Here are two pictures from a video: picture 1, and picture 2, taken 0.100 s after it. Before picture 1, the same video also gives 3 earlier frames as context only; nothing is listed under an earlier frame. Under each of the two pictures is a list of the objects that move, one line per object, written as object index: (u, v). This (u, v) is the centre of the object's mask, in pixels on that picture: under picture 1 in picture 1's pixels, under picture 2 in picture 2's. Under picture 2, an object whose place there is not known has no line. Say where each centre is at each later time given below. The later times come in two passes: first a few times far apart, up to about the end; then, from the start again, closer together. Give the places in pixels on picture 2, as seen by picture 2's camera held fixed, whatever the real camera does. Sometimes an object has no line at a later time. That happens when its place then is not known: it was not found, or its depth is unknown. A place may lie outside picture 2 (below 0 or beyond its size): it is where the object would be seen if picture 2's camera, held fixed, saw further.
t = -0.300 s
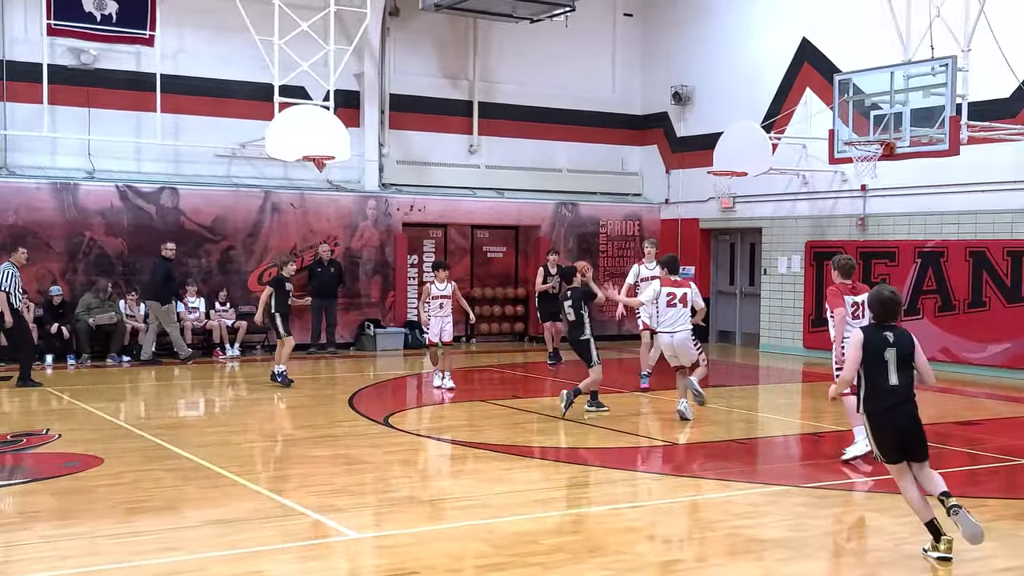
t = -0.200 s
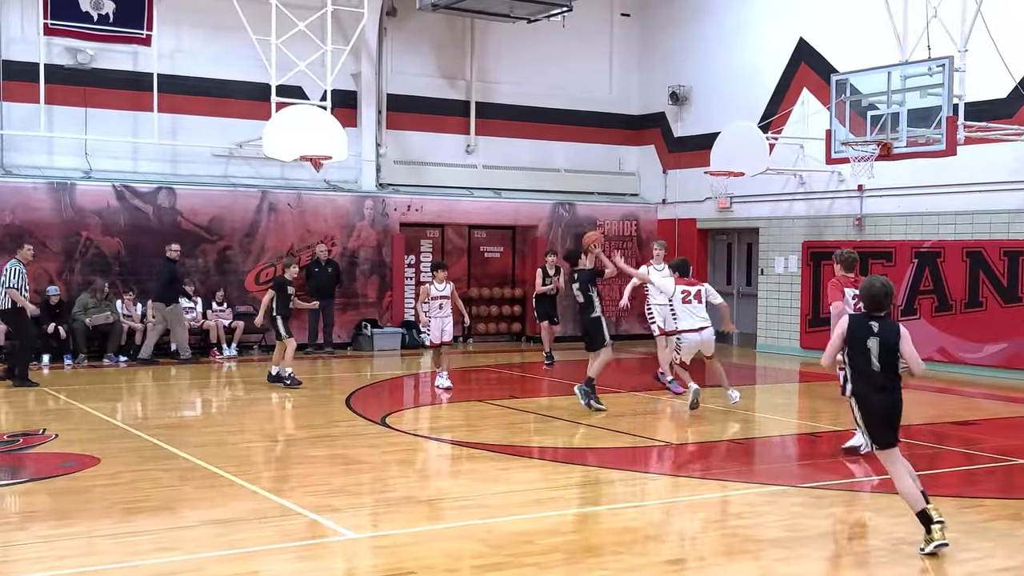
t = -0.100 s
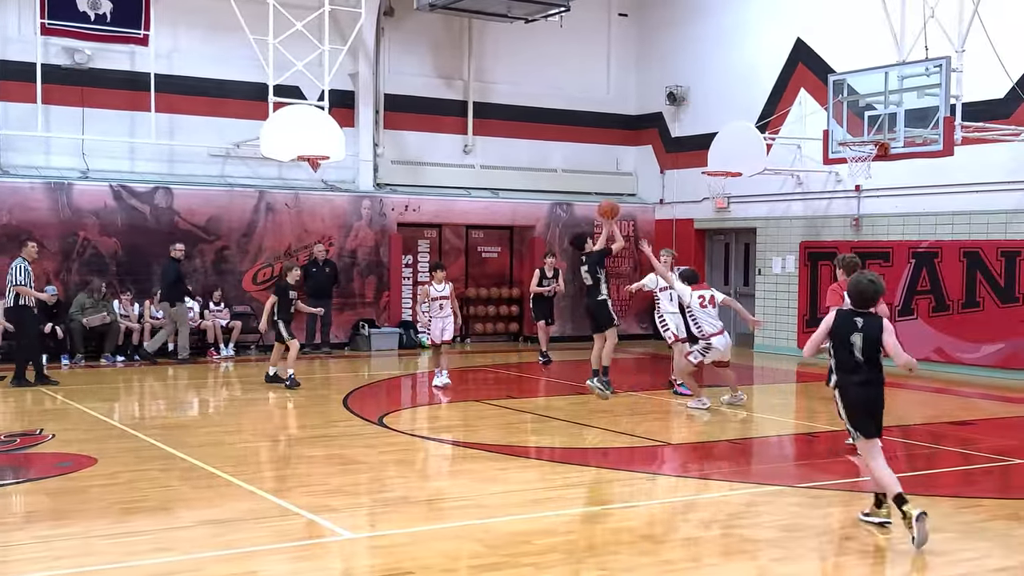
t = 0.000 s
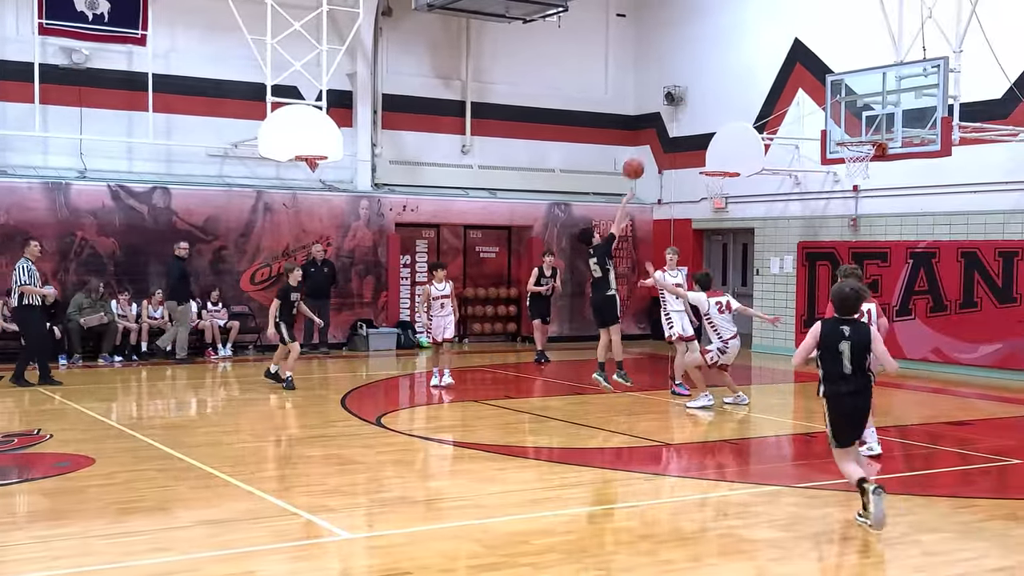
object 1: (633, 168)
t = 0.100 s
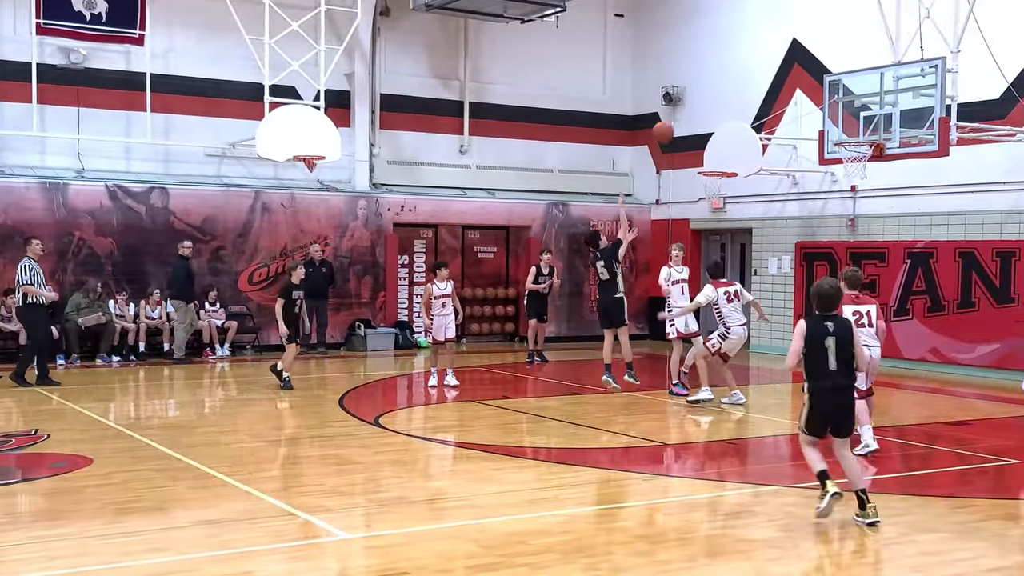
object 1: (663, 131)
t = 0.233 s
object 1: (704, 98)
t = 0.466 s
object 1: (773, 78)
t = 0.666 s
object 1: (827, 97)
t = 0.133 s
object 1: (673, 121)
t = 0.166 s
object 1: (683, 112)
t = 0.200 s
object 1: (694, 105)
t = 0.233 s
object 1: (704, 98)
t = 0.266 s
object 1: (714, 92)
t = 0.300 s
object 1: (724, 87)
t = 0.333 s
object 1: (734, 83)
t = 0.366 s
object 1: (743, 81)
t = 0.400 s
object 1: (753, 79)
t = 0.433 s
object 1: (762, 78)
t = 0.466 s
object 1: (773, 78)
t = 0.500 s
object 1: (781, 78)
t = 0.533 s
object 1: (790, 79)
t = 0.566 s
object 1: (800, 82)
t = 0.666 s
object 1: (827, 97)
